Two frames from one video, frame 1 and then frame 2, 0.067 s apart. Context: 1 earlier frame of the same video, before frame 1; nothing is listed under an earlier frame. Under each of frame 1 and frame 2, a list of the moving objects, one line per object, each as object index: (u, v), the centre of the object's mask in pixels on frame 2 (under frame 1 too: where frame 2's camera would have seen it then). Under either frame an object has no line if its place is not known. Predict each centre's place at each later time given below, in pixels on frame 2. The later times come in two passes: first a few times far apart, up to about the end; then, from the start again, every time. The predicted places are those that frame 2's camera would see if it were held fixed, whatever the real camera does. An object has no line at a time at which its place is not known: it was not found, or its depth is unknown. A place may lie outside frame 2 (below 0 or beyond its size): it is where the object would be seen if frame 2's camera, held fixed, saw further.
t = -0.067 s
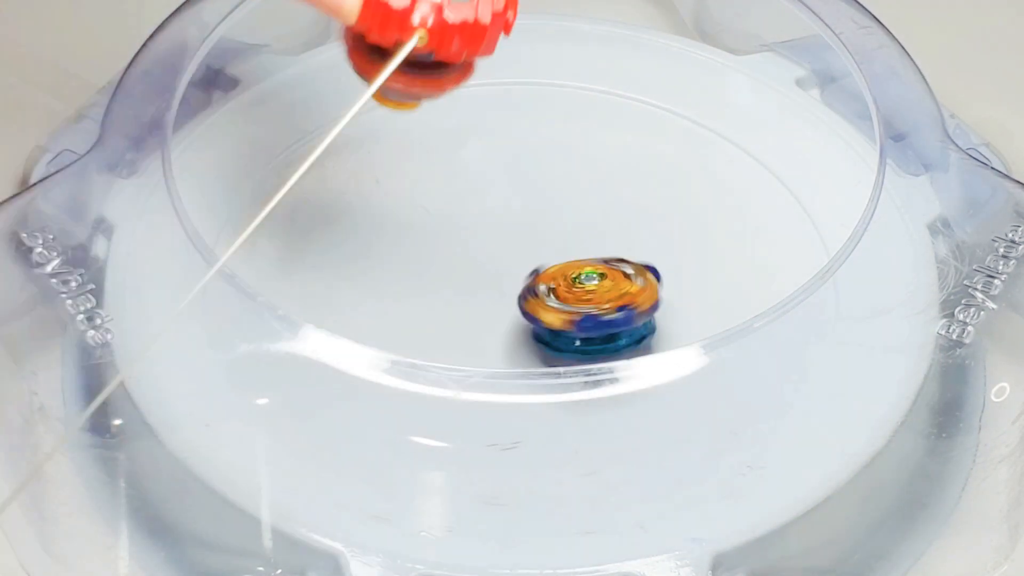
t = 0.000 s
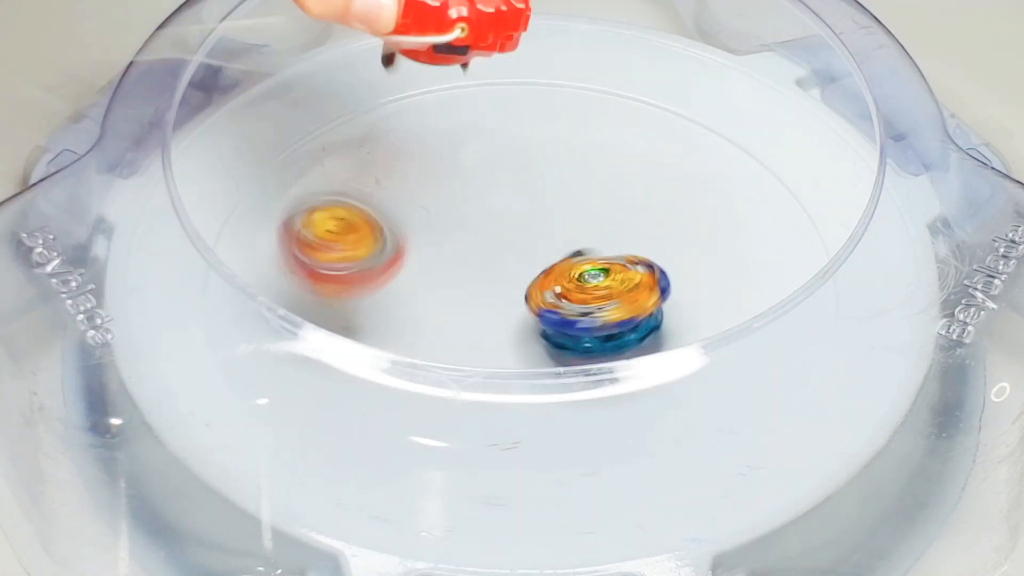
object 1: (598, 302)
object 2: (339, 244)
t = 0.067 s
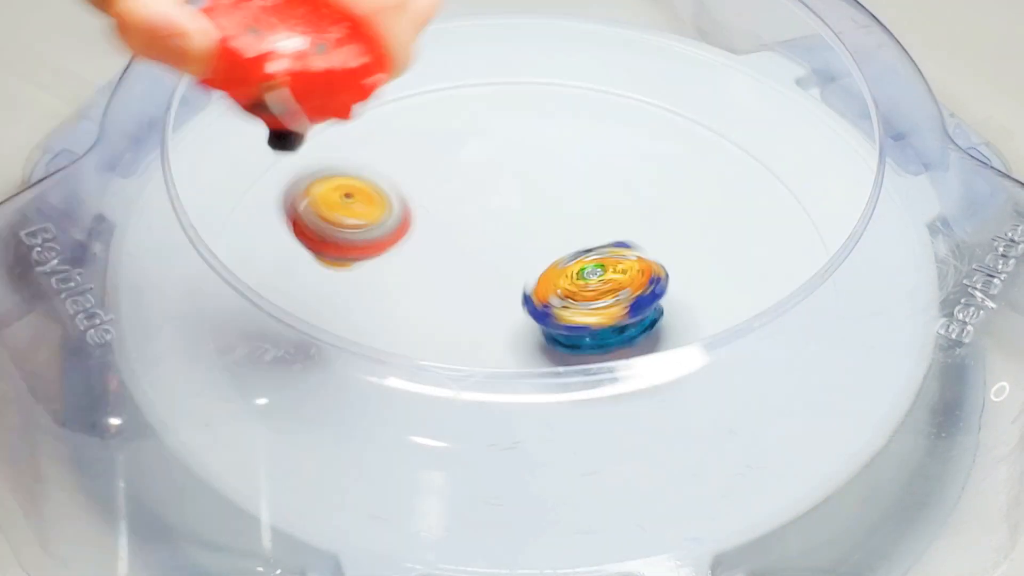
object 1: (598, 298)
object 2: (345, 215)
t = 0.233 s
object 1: (575, 289)
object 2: (423, 330)
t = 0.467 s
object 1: (555, 211)
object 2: (588, 399)
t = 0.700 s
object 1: (524, 193)
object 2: (612, 328)
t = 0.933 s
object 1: (366, 195)
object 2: (692, 292)
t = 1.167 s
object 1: (291, 237)
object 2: (670, 302)
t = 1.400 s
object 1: (377, 296)
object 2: (582, 269)
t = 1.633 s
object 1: (427, 297)
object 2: (735, 217)
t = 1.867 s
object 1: (517, 286)
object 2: (689, 216)
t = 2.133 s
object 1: (434, 314)
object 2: (713, 206)
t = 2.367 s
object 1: (331, 287)
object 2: (755, 244)
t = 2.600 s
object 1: (287, 244)
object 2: (839, 229)
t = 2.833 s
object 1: (532, 214)
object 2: (617, 297)
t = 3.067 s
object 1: (598, 74)
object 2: (482, 479)
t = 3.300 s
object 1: (598, 203)
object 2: (404, 432)
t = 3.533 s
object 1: (741, 396)
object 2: (226, 155)
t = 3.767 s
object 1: (727, 402)
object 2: (527, 190)
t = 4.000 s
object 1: (489, 293)
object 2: (828, 320)
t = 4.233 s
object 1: (395, 162)
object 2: (715, 403)
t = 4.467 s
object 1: (540, 182)
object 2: (430, 320)
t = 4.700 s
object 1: (660, 288)
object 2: (306, 182)
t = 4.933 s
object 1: (606, 321)
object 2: (446, 211)
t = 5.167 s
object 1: (494, 441)
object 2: (647, 144)
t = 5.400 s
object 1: (422, 426)
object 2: (646, 128)
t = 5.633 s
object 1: (467, 326)
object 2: (486, 206)
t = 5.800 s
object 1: (503, 341)
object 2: (424, 126)
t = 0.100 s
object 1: (595, 297)
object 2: (358, 195)
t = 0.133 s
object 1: (590, 294)
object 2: (372, 199)
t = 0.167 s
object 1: (586, 293)
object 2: (388, 226)
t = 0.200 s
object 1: (581, 291)
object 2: (404, 274)
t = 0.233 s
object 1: (575, 289)
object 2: (423, 330)
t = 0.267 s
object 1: (569, 286)
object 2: (453, 326)
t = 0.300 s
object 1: (573, 278)
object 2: (490, 317)
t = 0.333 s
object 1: (565, 262)
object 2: (526, 322)
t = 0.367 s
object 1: (558, 254)
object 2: (542, 333)
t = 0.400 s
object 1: (556, 247)
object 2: (549, 350)
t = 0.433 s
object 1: (558, 226)
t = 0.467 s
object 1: (555, 211)
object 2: (588, 399)
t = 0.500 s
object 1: (551, 197)
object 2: (603, 407)
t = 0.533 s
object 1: (549, 187)
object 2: (613, 408)
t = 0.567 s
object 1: (544, 182)
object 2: (621, 402)
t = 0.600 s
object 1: (538, 179)
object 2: (625, 393)
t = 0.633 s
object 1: (532, 180)
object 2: (608, 345)
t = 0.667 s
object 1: (528, 185)
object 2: (616, 347)
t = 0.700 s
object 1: (524, 193)
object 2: (612, 328)
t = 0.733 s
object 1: (517, 202)
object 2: (607, 315)
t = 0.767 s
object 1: (509, 212)
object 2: (596, 294)
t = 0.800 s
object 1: (495, 216)
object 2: (585, 268)
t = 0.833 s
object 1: (467, 208)
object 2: (615, 254)
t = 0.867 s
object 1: (430, 204)
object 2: (645, 263)
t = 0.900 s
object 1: (397, 199)
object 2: (675, 294)
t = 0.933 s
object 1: (366, 195)
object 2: (692, 292)
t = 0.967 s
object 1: (339, 193)
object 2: (705, 291)
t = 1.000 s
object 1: (318, 197)
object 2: (720, 311)
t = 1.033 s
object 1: (300, 200)
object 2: (714, 295)
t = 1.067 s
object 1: (290, 206)
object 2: (720, 317)
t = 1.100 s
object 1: (284, 215)
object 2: (702, 299)
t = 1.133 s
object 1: (283, 225)
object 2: (688, 305)
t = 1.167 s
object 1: (291, 237)
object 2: (670, 302)
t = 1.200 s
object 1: (302, 250)
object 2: (643, 297)
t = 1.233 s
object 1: (317, 264)
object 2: (615, 306)
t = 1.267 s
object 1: (339, 277)
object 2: (583, 291)
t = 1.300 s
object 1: (366, 288)
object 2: (552, 290)
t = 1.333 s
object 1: (396, 302)
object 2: (521, 280)
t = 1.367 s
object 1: (389, 305)
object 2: (547, 267)
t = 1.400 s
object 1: (377, 296)
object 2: (582, 269)
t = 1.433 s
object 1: (367, 311)
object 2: (616, 257)
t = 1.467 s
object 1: (366, 296)
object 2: (648, 249)
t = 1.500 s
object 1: (367, 309)
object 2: (677, 244)
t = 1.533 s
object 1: (379, 298)
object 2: (701, 234)
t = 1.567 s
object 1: (390, 304)
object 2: (716, 222)
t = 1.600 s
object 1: (408, 301)
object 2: (728, 218)
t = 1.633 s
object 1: (427, 297)
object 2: (735, 217)
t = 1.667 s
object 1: (446, 298)
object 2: (736, 214)
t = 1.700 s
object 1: (468, 289)
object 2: (729, 213)
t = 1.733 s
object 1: (488, 290)
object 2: (714, 215)
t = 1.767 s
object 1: (509, 282)
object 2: (695, 218)
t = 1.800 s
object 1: (530, 278)
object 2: (672, 224)
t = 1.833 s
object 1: (540, 278)
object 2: (659, 224)
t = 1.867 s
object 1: (517, 286)
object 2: (689, 216)
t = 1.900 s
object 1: (491, 294)
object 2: (712, 201)
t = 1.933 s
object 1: (471, 301)
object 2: (735, 199)
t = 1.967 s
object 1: (453, 305)
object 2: (745, 191)
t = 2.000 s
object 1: (439, 309)
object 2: (754, 190)
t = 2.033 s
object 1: (430, 312)
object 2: (752, 191)
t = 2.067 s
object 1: (427, 313)
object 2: (747, 194)
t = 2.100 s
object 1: (429, 314)
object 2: (732, 195)
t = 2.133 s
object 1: (434, 314)
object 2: (713, 206)
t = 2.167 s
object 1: (441, 314)
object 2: (689, 220)
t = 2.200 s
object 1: (451, 313)
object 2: (659, 234)
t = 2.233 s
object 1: (462, 311)
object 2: (627, 245)
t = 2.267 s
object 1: (469, 311)
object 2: (599, 256)
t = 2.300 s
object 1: (416, 304)
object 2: (653, 255)
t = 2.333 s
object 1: (370, 297)
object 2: (708, 248)
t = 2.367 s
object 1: (331, 287)
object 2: (755, 244)
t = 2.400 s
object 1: (289, 284)
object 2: (789, 229)
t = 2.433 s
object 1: (264, 279)
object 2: (810, 219)
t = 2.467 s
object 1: (249, 270)
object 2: (836, 224)
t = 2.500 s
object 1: (245, 261)
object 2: (847, 226)
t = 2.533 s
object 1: (253, 254)
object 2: (850, 225)
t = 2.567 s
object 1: (271, 244)
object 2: (847, 221)
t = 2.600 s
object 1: (287, 244)
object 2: (839, 229)
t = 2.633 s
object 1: (315, 240)
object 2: (823, 233)
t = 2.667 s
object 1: (347, 237)
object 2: (795, 236)
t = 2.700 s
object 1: (383, 233)
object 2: (774, 241)
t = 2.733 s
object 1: (422, 230)
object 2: (744, 256)
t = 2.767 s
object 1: (462, 226)
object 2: (705, 267)
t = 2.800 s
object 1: (501, 223)
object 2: (657, 268)
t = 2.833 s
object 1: (532, 214)
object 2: (617, 297)
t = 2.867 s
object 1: (541, 172)
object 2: (603, 314)
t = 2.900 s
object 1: (551, 151)
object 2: (587, 363)
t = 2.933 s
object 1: (561, 126)
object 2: (566, 419)
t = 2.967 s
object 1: (570, 101)
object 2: (546, 453)
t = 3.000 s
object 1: (581, 88)
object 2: (525, 467)
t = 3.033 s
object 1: (590, 77)
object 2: (504, 472)
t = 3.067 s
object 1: (598, 74)
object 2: (482, 479)
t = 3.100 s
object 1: (605, 82)
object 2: (461, 482)
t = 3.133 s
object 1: (609, 93)
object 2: (445, 482)
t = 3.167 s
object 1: (611, 108)
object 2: (429, 478)
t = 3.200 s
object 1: (611, 126)
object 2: (418, 474)
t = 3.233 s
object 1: (608, 150)
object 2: (410, 464)
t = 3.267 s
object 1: (604, 176)
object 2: (405, 448)
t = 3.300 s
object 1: (598, 203)
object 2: (404, 432)
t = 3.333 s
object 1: (589, 232)
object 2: (410, 408)
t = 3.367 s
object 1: (578, 263)
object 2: (417, 392)
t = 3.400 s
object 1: (564, 290)
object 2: (433, 346)
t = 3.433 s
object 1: (574, 316)
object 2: (415, 309)
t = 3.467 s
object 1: (624, 323)
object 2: (333, 269)
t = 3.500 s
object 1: (691, 373)
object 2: (272, 211)
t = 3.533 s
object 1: (741, 396)
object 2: (226, 155)
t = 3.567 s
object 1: (767, 396)
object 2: (219, 119)
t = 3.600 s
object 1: (773, 389)
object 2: (256, 123)
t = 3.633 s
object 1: (771, 398)
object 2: (304, 126)
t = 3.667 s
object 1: (766, 396)
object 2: (352, 145)
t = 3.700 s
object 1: (759, 398)
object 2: (409, 158)
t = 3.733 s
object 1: (745, 401)
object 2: (466, 174)
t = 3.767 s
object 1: (727, 402)
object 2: (527, 190)
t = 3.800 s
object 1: (700, 405)
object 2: (583, 208)
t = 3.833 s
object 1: (660, 385)
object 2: (639, 226)
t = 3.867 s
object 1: (621, 360)
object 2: (691, 247)
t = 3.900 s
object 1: (585, 335)
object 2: (737, 265)
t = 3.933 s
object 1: (553, 325)
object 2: (766, 273)
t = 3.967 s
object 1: (520, 315)
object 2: (810, 302)
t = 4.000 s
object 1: (489, 293)
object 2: (828, 320)
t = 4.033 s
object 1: (460, 271)
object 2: (822, 334)
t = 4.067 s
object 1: (436, 248)
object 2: (818, 345)
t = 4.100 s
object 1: (417, 227)
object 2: (805, 359)
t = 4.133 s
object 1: (403, 206)
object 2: (791, 370)
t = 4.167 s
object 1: (395, 189)
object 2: (770, 379)
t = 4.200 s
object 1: (392, 172)
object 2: (746, 390)
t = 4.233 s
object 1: (395, 162)
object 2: (715, 403)
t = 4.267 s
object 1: (403, 152)
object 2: (679, 409)
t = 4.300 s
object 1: (418, 150)
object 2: (634, 418)
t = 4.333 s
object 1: (436, 149)
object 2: (591, 403)
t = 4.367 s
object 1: (460, 152)
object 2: (550, 387)
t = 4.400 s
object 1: (485, 160)
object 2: (508, 367)
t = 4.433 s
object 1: (513, 169)
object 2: (468, 343)
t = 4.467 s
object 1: (540, 182)
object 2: (430, 320)
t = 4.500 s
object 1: (566, 195)
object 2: (393, 304)
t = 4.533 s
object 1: (590, 211)
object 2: (364, 278)
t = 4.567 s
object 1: (612, 226)
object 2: (339, 256)
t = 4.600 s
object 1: (629, 244)
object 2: (322, 232)
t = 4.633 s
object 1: (645, 259)
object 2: (310, 212)
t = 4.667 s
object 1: (655, 276)
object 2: (305, 195)
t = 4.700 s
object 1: (660, 288)
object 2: (306, 182)
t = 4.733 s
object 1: (661, 299)
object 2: (312, 174)
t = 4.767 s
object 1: (656, 305)
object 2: (325, 168)
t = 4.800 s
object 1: (650, 310)
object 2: (341, 169)
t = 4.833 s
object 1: (640, 314)
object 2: (363, 174)
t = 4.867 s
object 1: (629, 317)
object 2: (385, 185)
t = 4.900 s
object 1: (618, 319)
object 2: (415, 197)
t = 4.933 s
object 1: (606, 321)
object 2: (446, 211)
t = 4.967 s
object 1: (592, 321)
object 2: (476, 229)
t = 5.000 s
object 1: (579, 321)
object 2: (508, 244)
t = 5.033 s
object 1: (567, 324)
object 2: (537, 240)
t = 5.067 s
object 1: (548, 358)
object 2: (571, 219)
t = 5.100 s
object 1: (534, 403)
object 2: (600, 191)
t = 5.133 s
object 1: (511, 410)
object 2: (626, 166)
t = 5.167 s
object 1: (494, 441)
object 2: (647, 144)
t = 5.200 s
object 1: (475, 444)
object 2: (663, 125)
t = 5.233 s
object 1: (458, 441)
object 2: (672, 112)
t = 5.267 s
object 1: (445, 444)
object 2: (679, 106)
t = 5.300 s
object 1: (432, 442)
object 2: (678, 102)
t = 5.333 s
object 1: (425, 439)
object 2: (672, 106)
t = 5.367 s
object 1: (423, 433)
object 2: (662, 115)
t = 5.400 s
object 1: (422, 426)
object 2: (646, 128)
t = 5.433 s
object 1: (428, 404)
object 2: (624, 147)
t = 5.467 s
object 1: (437, 382)
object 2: (600, 170)
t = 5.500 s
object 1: (443, 359)
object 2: (572, 193)
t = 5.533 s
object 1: (455, 338)
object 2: (543, 215)
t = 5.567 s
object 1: (464, 318)
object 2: (513, 234)
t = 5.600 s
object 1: (466, 316)
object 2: (499, 227)
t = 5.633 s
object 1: (467, 326)
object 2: (486, 206)
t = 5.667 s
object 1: (471, 330)
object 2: (473, 184)
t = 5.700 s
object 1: (477, 332)
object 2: (460, 165)
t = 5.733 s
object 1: (487, 344)
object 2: (446, 147)
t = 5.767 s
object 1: (496, 342)
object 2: (434, 134)
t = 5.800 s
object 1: (503, 341)
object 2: (424, 126)
